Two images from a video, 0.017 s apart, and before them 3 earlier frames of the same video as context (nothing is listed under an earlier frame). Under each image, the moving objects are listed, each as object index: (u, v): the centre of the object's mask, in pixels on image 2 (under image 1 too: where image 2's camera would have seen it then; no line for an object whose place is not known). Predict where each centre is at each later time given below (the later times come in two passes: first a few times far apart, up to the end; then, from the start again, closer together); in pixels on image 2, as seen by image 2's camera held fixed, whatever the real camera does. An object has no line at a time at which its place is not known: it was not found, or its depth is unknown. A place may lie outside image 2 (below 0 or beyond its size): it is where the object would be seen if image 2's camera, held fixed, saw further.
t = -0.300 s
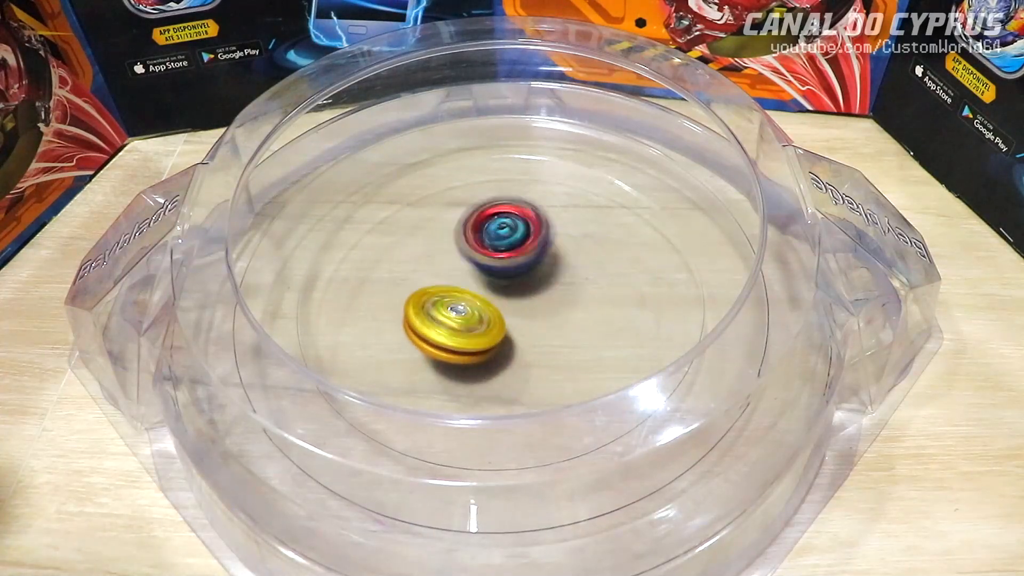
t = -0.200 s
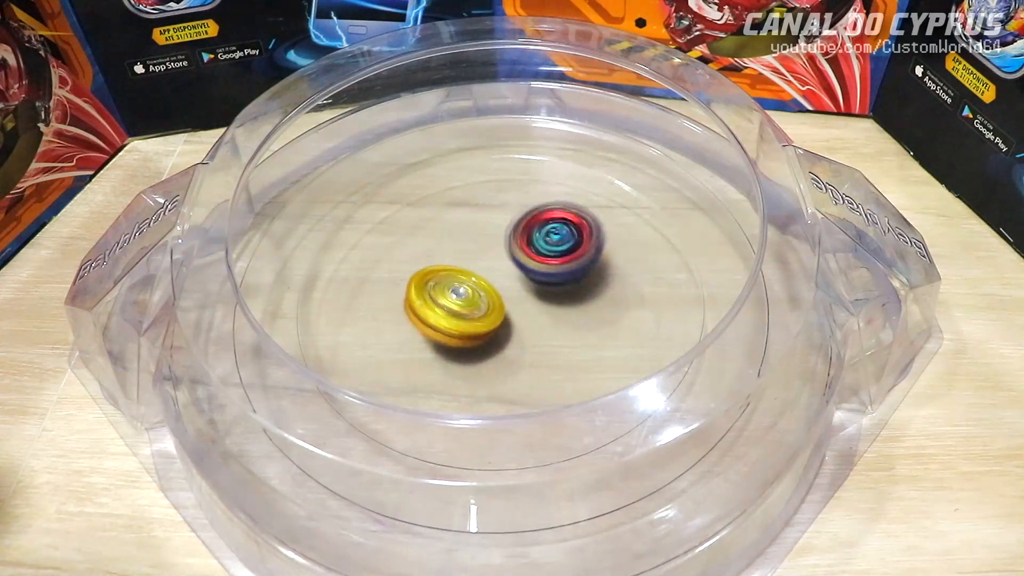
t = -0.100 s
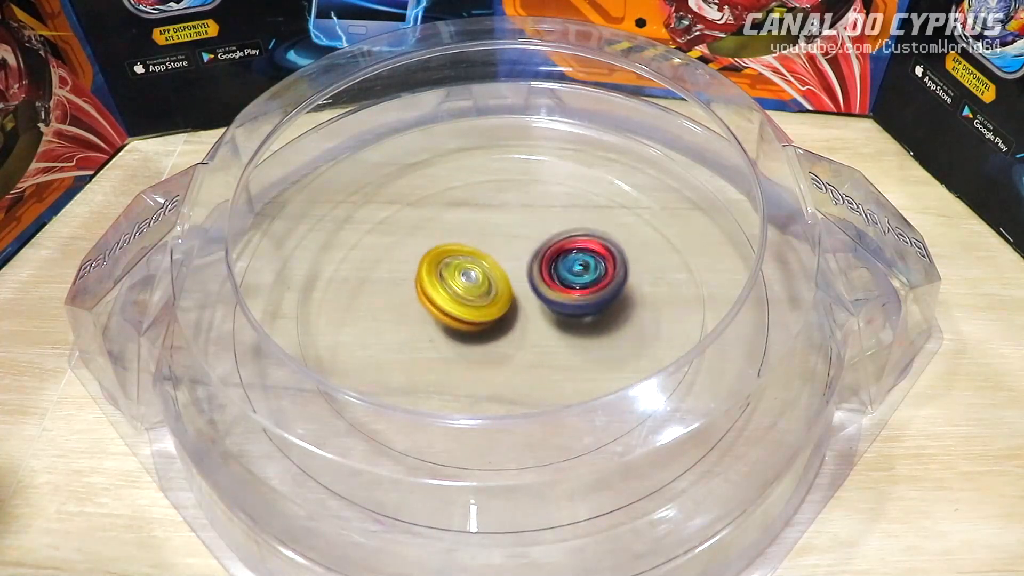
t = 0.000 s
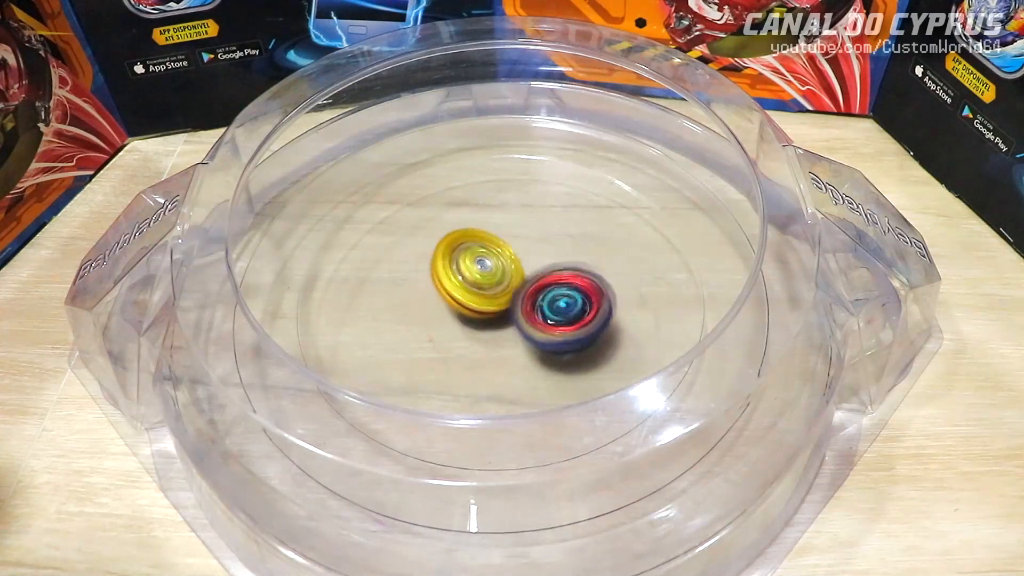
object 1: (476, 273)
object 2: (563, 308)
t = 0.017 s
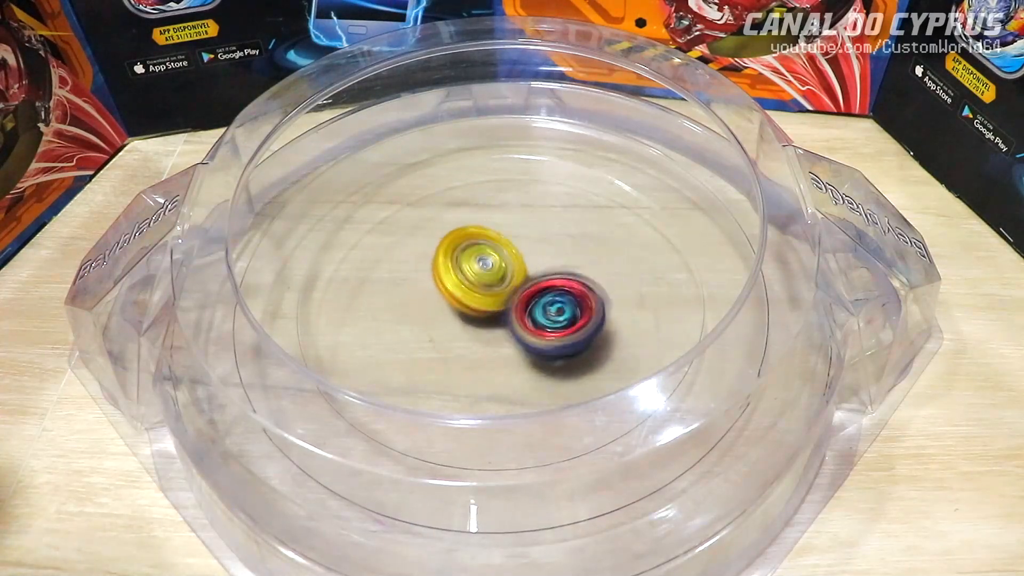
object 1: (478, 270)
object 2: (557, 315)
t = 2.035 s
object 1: (484, 278)
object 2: (585, 248)
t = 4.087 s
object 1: (439, 268)
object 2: (538, 287)
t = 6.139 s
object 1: (454, 307)
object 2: (551, 283)
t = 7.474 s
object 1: (474, 260)
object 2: (543, 293)
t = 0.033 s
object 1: (480, 267)
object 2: (548, 319)
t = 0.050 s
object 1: (482, 264)
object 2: (540, 323)
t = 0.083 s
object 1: (490, 259)
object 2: (520, 330)
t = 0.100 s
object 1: (493, 255)
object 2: (509, 331)
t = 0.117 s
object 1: (497, 254)
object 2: (497, 331)
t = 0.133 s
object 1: (499, 252)
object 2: (487, 330)
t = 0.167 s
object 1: (505, 251)
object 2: (467, 324)
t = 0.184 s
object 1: (508, 250)
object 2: (460, 319)
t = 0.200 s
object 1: (511, 250)
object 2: (451, 315)
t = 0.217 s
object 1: (513, 248)
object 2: (444, 308)
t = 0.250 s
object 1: (517, 248)
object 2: (434, 295)
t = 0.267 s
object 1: (519, 250)
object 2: (432, 288)
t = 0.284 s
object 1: (520, 250)
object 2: (428, 281)
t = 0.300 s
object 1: (524, 250)
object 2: (426, 274)
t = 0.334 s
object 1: (528, 252)
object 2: (425, 262)
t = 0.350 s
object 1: (531, 254)
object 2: (426, 257)
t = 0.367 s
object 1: (531, 255)
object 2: (427, 252)
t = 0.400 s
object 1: (534, 258)
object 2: (432, 243)
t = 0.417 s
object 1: (536, 260)
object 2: (435, 239)
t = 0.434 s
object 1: (537, 262)
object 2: (439, 236)
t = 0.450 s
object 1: (539, 263)
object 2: (443, 233)
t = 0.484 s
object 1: (542, 268)
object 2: (452, 229)
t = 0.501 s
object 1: (544, 271)
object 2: (456, 227)
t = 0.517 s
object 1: (546, 273)
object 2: (460, 227)
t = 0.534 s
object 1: (549, 275)
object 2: (463, 226)
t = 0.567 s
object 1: (552, 280)
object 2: (470, 225)
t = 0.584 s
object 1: (554, 283)
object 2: (474, 225)
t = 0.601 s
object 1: (555, 286)
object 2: (479, 226)
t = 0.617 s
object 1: (556, 287)
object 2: (485, 227)
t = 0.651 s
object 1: (559, 294)
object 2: (495, 230)
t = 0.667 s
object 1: (561, 298)
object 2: (498, 232)
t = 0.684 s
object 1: (562, 302)
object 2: (501, 233)
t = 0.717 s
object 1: (563, 308)
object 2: (507, 237)
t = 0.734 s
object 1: (565, 310)
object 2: (510, 239)
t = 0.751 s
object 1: (565, 314)
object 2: (513, 242)
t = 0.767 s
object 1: (565, 316)
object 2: (516, 245)
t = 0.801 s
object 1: (566, 325)
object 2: (518, 248)
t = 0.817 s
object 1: (565, 328)
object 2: (519, 249)
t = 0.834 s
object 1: (564, 332)
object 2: (520, 250)
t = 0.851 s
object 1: (561, 335)
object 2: (521, 252)
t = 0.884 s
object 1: (558, 339)
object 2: (522, 255)
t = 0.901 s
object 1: (555, 341)
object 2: (522, 257)
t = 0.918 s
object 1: (553, 341)
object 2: (522, 258)
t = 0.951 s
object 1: (547, 343)
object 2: (522, 263)
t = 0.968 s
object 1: (544, 344)
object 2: (523, 265)
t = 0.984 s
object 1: (541, 344)
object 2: (521, 267)
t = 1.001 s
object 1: (539, 346)
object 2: (519, 268)
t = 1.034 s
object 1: (531, 349)
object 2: (517, 266)
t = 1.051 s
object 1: (528, 350)
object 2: (517, 267)
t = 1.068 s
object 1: (522, 351)
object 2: (517, 267)
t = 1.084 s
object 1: (518, 351)
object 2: (516, 267)
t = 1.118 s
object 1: (509, 351)
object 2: (515, 268)
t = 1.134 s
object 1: (506, 351)
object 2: (514, 268)
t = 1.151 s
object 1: (502, 350)
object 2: (514, 269)
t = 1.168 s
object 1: (497, 349)
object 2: (513, 269)
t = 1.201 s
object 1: (490, 347)
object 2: (511, 270)
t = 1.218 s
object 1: (487, 345)
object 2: (510, 270)
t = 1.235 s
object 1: (484, 344)
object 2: (509, 270)
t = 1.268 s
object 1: (477, 343)
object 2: (506, 269)
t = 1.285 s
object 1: (473, 342)
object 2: (506, 268)
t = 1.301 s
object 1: (469, 340)
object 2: (505, 268)
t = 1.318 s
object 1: (466, 341)
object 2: (506, 264)
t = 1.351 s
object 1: (459, 336)
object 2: (508, 257)
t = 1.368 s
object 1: (456, 333)
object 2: (508, 254)
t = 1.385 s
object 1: (452, 330)
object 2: (510, 252)
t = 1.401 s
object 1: (450, 327)
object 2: (511, 250)
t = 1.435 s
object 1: (448, 319)
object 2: (512, 247)
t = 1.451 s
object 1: (449, 316)
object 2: (513, 246)
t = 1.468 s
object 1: (449, 312)
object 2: (513, 246)
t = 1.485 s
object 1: (449, 309)
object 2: (513, 246)
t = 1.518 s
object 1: (450, 304)
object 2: (517, 244)
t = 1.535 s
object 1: (448, 301)
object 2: (522, 240)
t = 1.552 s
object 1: (446, 297)
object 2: (525, 237)
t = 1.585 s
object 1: (446, 290)
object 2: (529, 234)
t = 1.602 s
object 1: (447, 288)
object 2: (530, 233)
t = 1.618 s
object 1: (448, 285)
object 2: (532, 233)
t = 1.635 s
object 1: (450, 282)
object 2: (533, 233)
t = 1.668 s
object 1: (453, 278)
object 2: (536, 232)
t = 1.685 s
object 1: (454, 275)
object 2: (539, 230)
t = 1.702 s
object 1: (455, 271)
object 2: (541, 230)
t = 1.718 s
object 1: (457, 269)
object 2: (543, 230)
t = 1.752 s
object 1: (461, 266)
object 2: (547, 230)
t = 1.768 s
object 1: (462, 265)
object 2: (550, 229)
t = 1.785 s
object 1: (461, 265)
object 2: (555, 227)
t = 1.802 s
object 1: (460, 267)
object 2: (560, 227)
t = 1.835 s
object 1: (463, 268)
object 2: (567, 228)
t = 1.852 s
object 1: (464, 269)
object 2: (569, 228)
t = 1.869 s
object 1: (466, 269)
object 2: (571, 229)
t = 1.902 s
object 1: (473, 271)
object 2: (575, 232)
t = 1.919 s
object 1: (475, 271)
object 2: (577, 233)
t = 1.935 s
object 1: (480, 271)
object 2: (577, 235)
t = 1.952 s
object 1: (483, 273)
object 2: (577, 237)
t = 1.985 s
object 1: (486, 274)
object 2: (579, 241)
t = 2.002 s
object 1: (485, 276)
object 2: (582, 243)
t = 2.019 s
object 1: (484, 277)
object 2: (584, 245)
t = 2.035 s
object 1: (484, 278)
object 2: (585, 248)
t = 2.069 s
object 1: (487, 282)
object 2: (586, 254)
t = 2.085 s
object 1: (489, 284)
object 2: (586, 258)
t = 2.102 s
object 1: (489, 286)
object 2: (587, 261)
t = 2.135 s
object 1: (489, 290)
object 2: (588, 268)
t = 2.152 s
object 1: (487, 292)
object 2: (589, 271)
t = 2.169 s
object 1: (485, 294)
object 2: (590, 274)
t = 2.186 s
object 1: (484, 295)
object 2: (590, 277)
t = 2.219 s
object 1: (482, 300)
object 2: (588, 285)
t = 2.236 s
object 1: (481, 301)
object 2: (585, 289)
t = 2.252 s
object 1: (481, 304)
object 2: (583, 293)
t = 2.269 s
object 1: (479, 307)
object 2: (580, 297)
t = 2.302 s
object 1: (466, 309)
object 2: (585, 302)
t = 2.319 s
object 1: (459, 310)
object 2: (590, 304)
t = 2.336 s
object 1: (451, 310)
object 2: (595, 305)
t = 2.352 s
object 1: (446, 311)
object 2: (598, 307)
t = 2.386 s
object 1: (437, 312)
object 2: (602, 310)
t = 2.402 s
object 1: (433, 312)
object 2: (603, 312)
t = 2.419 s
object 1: (430, 312)
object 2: (603, 313)
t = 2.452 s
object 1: (426, 312)
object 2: (603, 315)
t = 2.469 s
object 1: (425, 311)
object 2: (603, 315)
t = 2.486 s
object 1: (423, 311)
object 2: (602, 316)
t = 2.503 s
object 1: (423, 311)
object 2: (600, 317)
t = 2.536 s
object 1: (423, 310)
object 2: (597, 319)
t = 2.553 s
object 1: (422, 308)
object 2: (595, 320)
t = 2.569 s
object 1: (423, 307)
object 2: (593, 321)
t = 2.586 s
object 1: (423, 306)
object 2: (589, 321)
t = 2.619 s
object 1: (425, 304)
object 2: (580, 321)
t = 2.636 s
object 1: (425, 302)
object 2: (575, 321)
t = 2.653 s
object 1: (425, 300)
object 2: (568, 321)
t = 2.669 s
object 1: (427, 298)
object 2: (561, 321)
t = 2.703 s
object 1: (430, 295)
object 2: (546, 319)
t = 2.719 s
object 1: (431, 293)
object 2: (537, 318)
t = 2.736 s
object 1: (434, 292)
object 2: (529, 317)
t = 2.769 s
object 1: (433, 288)
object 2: (519, 314)
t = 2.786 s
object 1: (432, 285)
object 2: (522, 313)
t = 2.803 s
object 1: (427, 280)
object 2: (527, 312)
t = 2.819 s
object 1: (424, 271)
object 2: (530, 311)
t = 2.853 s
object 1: (421, 261)
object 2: (530, 310)
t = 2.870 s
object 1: (422, 256)
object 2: (529, 309)
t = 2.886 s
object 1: (423, 252)
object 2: (528, 310)
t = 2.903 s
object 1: (427, 250)
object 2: (527, 310)
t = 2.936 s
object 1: (434, 248)
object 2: (527, 311)
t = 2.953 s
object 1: (438, 248)
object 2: (528, 311)
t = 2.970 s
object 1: (443, 251)
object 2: (528, 310)
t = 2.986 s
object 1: (446, 252)
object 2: (526, 310)
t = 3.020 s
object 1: (454, 255)
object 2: (524, 307)
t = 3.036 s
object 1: (454, 257)
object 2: (525, 308)
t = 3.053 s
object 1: (455, 256)
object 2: (528, 308)
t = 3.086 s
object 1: (453, 249)
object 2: (539, 309)
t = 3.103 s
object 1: (451, 246)
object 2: (542, 309)
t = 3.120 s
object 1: (451, 244)
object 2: (542, 310)
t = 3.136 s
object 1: (451, 243)
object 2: (542, 310)
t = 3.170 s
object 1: (454, 246)
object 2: (541, 309)
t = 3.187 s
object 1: (456, 248)
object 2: (540, 311)
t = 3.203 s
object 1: (458, 251)
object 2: (540, 311)
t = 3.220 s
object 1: (459, 256)
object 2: (539, 312)
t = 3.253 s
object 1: (461, 262)
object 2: (538, 312)
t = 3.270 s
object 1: (462, 265)
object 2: (538, 311)
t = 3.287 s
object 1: (461, 264)
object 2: (539, 312)
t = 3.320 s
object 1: (460, 264)
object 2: (540, 310)
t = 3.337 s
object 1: (461, 265)
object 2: (539, 310)
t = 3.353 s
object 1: (459, 265)
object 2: (540, 311)
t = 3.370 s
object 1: (456, 262)
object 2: (542, 312)
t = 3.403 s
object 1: (452, 260)
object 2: (543, 312)
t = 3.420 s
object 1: (451, 260)
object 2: (542, 311)
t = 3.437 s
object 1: (450, 260)
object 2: (541, 312)
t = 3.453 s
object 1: (448, 260)
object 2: (539, 312)
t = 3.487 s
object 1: (446, 263)
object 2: (535, 314)
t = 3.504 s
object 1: (444, 264)
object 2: (535, 315)
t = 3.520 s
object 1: (442, 265)
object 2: (533, 314)
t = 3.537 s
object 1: (441, 266)
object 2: (533, 314)
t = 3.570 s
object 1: (439, 269)
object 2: (529, 311)
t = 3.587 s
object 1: (439, 271)
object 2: (527, 311)
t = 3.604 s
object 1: (438, 272)
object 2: (526, 311)
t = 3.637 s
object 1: (436, 271)
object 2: (528, 309)
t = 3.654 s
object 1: (436, 271)
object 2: (529, 307)
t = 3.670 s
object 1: (436, 271)
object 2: (528, 305)
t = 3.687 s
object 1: (434, 272)
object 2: (528, 304)
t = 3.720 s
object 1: (430, 270)
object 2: (529, 303)
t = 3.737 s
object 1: (430, 270)
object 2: (528, 303)
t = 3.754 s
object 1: (432, 270)
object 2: (528, 302)
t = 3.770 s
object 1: (432, 271)
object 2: (528, 302)
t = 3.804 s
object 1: (433, 272)
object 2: (529, 302)
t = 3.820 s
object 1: (433, 271)
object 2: (530, 302)
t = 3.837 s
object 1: (434, 272)
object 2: (529, 302)
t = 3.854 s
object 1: (431, 271)
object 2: (532, 301)
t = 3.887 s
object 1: (431, 269)
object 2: (534, 298)
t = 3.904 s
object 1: (433, 269)
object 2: (534, 296)
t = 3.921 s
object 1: (434, 270)
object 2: (533, 296)
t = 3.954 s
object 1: (436, 271)
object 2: (533, 294)
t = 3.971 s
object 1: (436, 270)
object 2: (534, 296)
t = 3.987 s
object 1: (435, 269)
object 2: (536, 293)
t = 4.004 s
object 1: (435, 268)
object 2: (539, 292)
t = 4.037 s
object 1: (435, 268)
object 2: (538, 289)
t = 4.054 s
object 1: (437, 268)
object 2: (538, 288)
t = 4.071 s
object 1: (438, 268)
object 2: (536, 287)
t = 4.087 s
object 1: (439, 268)
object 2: (538, 287)
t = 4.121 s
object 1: (441, 268)
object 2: (539, 284)
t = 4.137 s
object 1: (440, 267)
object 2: (542, 283)
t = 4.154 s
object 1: (439, 266)
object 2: (542, 282)
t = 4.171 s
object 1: (440, 266)
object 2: (542, 280)
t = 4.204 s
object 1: (440, 266)
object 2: (541, 281)
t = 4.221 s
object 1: (441, 267)
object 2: (541, 280)
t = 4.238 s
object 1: (440, 267)
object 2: (543, 279)
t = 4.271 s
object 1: (439, 267)
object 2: (546, 277)
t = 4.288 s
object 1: (440, 267)
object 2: (545, 277)
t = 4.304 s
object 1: (441, 269)
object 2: (545, 274)
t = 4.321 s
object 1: (442, 270)
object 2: (544, 276)
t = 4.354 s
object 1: (439, 272)
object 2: (544, 275)
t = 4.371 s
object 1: (438, 271)
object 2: (545, 275)
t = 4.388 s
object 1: (437, 272)
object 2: (546, 274)
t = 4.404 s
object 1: (437, 274)
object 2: (547, 273)
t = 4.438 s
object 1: (436, 277)
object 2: (545, 273)
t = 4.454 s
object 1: (437, 279)
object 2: (543, 274)
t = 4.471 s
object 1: (437, 281)
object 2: (541, 275)
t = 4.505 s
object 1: (435, 283)
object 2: (541, 275)
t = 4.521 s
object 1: (436, 284)
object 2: (541, 274)
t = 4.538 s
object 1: (437, 285)
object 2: (540, 275)
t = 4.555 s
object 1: (437, 286)
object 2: (540, 274)
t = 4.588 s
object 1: (437, 290)
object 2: (542, 274)
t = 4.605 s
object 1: (437, 291)
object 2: (543, 273)
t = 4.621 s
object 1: (438, 293)
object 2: (542, 273)
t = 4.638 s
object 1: (438, 294)
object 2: (541, 272)
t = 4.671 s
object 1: (436, 298)
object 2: (541, 273)
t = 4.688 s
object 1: (434, 300)
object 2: (544, 270)
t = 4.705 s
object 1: (434, 301)
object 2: (543, 270)
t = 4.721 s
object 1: (434, 303)
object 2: (544, 271)
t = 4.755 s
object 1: (435, 306)
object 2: (546, 274)
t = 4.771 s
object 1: (436, 307)
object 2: (547, 274)
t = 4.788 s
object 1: (439, 310)
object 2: (547, 275)
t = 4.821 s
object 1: (441, 312)
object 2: (548, 276)
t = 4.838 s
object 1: (442, 313)
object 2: (548, 276)
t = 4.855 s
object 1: (444, 313)
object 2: (548, 277)
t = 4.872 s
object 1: (448, 314)
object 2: (547, 278)
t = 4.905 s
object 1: (450, 317)
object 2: (544, 279)
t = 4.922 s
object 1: (444, 319)
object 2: (549, 278)
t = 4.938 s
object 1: (441, 320)
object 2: (551, 276)
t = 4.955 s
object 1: (438, 321)
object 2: (552, 274)
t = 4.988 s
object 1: (436, 323)
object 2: (551, 275)
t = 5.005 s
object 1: (436, 322)
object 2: (551, 279)
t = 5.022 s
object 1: (437, 322)
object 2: (551, 279)
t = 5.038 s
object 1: (441, 323)
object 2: (551, 280)
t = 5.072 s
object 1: (444, 324)
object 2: (550, 280)
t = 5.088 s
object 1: (446, 324)
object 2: (547, 280)
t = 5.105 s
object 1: (447, 323)
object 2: (546, 281)
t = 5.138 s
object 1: (447, 324)
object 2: (544, 282)
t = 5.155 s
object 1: (443, 324)
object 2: (545, 278)
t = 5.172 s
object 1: (442, 324)
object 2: (546, 274)
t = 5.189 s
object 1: (441, 322)
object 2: (544, 274)
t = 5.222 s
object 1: (446, 322)
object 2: (542, 276)
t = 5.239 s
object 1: (448, 321)
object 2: (542, 275)
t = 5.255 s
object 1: (450, 320)
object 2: (542, 276)
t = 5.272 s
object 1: (453, 319)
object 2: (541, 276)
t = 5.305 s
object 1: (451, 317)
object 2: (544, 273)
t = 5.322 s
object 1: (452, 316)
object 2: (544, 270)
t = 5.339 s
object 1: (453, 314)
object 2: (542, 269)
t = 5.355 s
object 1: (454, 313)
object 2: (540, 268)
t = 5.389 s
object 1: (451, 315)
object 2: (544, 262)
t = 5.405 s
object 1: (448, 317)
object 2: (548, 257)
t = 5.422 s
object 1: (445, 318)
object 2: (550, 254)
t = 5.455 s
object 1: (444, 317)
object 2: (551, 251)
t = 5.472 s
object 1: (446, 316)
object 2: (550, 250)
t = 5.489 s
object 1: (448, 315)
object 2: (549, 249)
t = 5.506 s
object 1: (452, 315)
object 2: (548, 248)
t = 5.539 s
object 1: (460, 315)
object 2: (546, 250)
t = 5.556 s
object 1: (463, 315)
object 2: (544, 250)
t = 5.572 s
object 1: (466, 315)
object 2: (544, 251)
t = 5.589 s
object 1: (468, 315)
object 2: (543, 253)
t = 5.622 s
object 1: (475, 317)
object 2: (542, 253)
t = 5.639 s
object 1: (475, 319)
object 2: (542, 254)
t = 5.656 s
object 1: (472, 321)
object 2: (541, 253)
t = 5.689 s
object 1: (472, 323)
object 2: (540, 250)
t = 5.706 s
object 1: (474, 322)
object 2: (540, 252)
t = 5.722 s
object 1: (476, 321)
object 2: (539, 251)
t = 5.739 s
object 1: (477, 321)
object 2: (538, 253)
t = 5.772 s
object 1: (469, 326)
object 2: (540, 249)
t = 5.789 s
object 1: (465, 329)
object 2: (542, 244)
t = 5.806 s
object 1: (460, 331)
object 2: (542, 241)
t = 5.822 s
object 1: (457, 331)
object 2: (542, 240)
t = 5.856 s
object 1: (452, 331)
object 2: (541, 242)
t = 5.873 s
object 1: (451, 330)
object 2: (541, 245)
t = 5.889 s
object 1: (450, 329)
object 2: (541, 247)
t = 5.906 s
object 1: (450, 329)
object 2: (541, 250)
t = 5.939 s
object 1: (451, 329)
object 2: (543, 257)
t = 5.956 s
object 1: (452, 328)
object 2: (544, 259)
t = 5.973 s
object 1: (452, 326)
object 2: (544, 262)
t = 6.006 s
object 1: (455, 323)
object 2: (545, 268)
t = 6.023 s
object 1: (457, 321)
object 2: (544, 271)
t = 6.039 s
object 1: (459, 319)
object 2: (544, 273)
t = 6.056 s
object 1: (460, 316)
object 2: (542, 276)
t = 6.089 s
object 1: (457, 311)
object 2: (547, 278)
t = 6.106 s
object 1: (456, 309)
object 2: (550, 280)
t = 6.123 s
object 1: (455, 308)
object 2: (551, 281)
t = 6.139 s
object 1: (454, 307)
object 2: (551, 283)
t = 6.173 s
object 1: (457, 304)
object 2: (551, 287)
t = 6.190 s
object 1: (459, 304)
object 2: (552, 286)
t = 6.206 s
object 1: (461, 305)
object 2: (552, 285)
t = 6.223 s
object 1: (461, 304)
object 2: (554, 286)
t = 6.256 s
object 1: (459, 304)
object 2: (556, 289)
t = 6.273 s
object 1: (458, 303)
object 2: (558, 289)
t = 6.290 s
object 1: (458, 302)
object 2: (560, 290)
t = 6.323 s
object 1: (458, 300)
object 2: (561, 292)
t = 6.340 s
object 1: (459, 299)
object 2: (562, 288)
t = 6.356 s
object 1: (461, 298)
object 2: (562, 287)
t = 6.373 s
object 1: (460, 297)
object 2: (564, 286)
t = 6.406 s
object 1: (461, 294)
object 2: (566, 293)
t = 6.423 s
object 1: (462, 292)
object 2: (567, 292)
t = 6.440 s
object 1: (464, 290)
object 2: (566, 292)
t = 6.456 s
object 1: (466, 289)
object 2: (565, 292)
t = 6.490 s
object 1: (468, 286)
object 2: (562, 292)
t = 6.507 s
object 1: (469, 286)
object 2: (559, 290)
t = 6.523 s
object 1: (469, 285)
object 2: (558, 290)
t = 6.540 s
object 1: (468, 282)
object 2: (557, 290)
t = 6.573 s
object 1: (464, 275)
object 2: (560, 293)
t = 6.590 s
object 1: (464, 272)
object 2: (560, 294)
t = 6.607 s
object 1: (465, 271)
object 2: (560, 294)
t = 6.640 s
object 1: (470, 270)
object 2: (556, 295)
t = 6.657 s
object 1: (473, 269)
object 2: (554, 295)
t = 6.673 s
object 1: (475, 268)
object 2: (552, 294)
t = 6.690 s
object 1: (475, 266)
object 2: (549, 294)
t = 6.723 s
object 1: (477, 261)
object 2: (547, 295)
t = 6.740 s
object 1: (478, 259)
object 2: (547, 295)
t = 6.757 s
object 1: (480, 257)
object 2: (546, 295)
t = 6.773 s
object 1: (481, 255)
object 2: (546, 295)
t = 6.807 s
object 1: (483, 251)
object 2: (545, 295)
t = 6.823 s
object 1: (484, 250)
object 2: (545, 295)
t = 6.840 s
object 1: (484, 249)
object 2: (545, 294)
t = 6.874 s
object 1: (485, 248)
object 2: (544, 294)
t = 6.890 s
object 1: (485, 247)
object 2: (544, 294)
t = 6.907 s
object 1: (485, 247)
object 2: (544, 294)
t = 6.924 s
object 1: (485, 248)
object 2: (544, 294)
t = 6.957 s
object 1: (484, 250)
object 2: (544, 294)
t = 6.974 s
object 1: (483, 251)
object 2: (544, 294)
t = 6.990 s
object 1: (482, 253)
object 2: (544, 294)
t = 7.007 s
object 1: (481, 253)
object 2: (544, 294)
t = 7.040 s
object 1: (479, 256)
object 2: (544, 294)
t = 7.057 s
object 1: (477, 258)
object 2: (544, 294)
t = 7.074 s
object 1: (476, 259)
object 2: (544, 294)
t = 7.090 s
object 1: (475, 260)
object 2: (544, 294)
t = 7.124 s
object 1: (474, 260)
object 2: (543, 294)
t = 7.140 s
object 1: (474, 260)
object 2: (543, 293)
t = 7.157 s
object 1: (474, 260)
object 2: (543, 293)
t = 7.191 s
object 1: (475, 260)
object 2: (543, 293)
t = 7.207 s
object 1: (475, 260)
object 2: (543, 293)
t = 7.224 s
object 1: (474, 260)
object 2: (543, 293)
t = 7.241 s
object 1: (475, 260)
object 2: (543, 293)
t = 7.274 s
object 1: (475, 260)
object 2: (543, 293)
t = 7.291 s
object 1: (475, 260)
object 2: (543, 293)
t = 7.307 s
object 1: (474, 260)
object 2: (543, 293)
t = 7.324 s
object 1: (475, 260)
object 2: (543, 293)
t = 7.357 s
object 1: (474, 260)
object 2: (543, 293)
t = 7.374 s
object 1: (474, 260)
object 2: (543, 293)
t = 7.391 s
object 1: (474, 260)
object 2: (543, 293)
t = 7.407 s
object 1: (474, 260)
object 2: (543, 293)
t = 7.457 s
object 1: (475, 260)
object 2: (543, 293)
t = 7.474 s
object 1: (474, 260)
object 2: (543, 293)
